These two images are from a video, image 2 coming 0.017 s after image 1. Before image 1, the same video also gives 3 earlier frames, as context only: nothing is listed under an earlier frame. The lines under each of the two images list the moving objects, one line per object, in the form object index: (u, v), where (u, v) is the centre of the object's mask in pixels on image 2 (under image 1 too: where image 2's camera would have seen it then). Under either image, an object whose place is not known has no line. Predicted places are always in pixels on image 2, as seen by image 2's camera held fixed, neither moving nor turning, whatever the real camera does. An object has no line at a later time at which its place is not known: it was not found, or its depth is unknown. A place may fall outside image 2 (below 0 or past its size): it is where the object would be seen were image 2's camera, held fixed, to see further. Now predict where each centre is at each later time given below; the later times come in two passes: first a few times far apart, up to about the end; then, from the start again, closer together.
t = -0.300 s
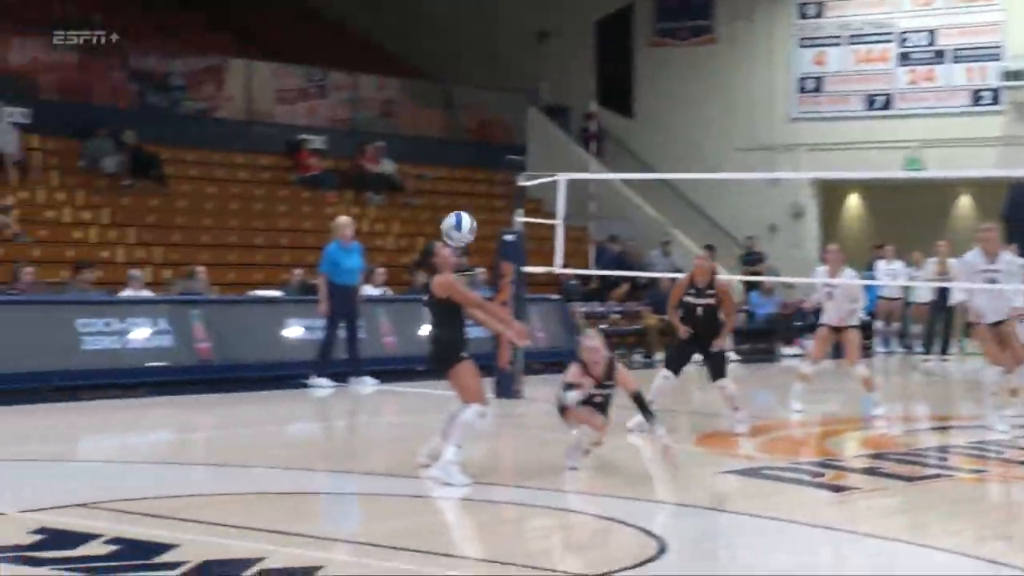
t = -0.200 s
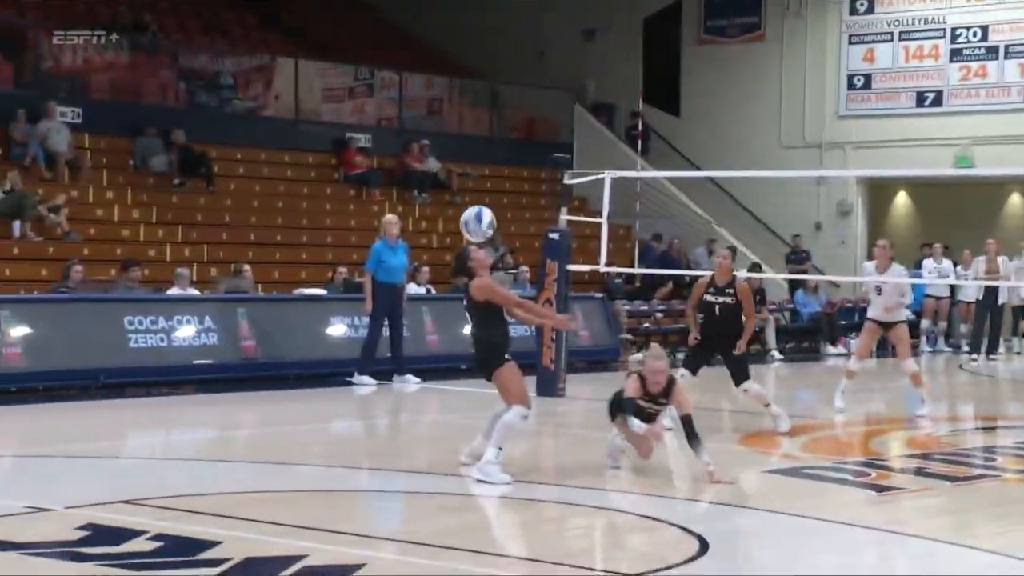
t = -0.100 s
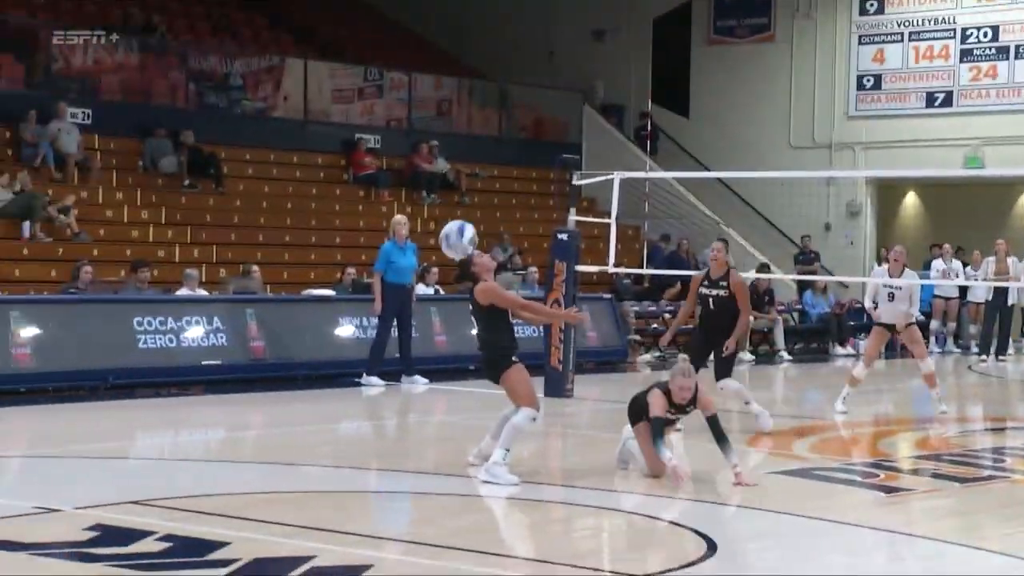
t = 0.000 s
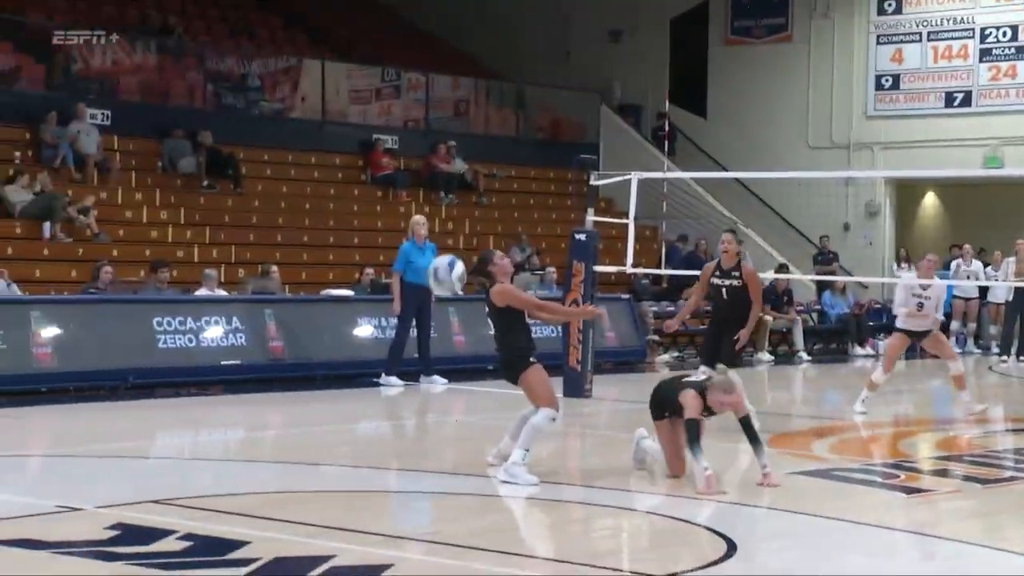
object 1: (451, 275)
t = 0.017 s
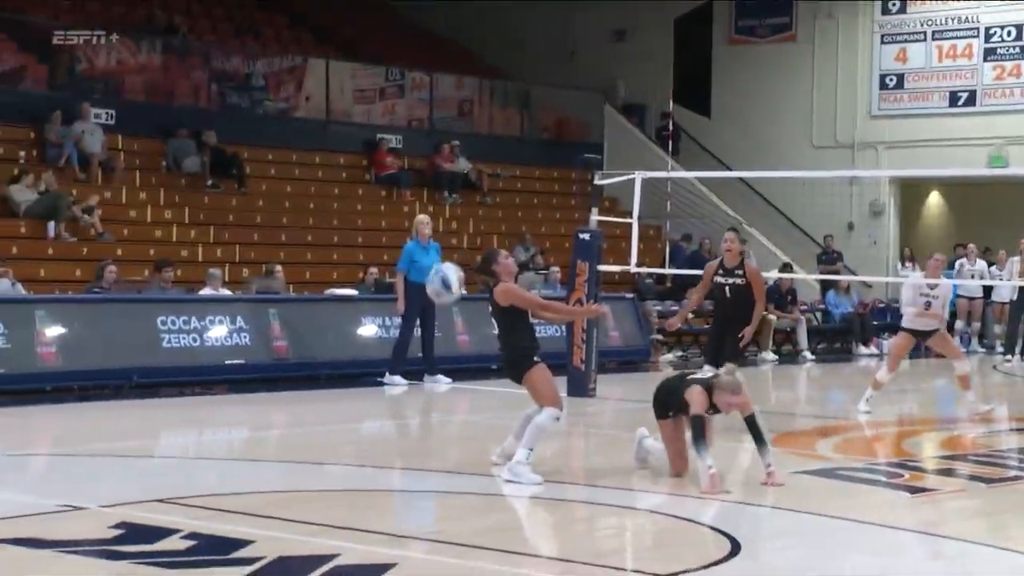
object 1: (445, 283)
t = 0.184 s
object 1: (391, 402)
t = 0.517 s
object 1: (220, 422)
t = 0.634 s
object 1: (134, 377)
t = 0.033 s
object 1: (441, 292)
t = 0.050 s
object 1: (435, 301)
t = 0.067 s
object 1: (429, 311)
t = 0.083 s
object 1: (424, 322)
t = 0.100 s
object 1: (418, 333)
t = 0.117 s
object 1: (413, 346)
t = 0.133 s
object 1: (408, 358)
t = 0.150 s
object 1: (401, 372)
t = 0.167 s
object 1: (395, 387)
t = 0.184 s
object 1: (391, 402)
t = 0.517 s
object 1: (220, 422)
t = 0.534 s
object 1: (207, 411)
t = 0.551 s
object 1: (195, 405)
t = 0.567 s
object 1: (183, 397)
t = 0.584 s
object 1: (171, 392)
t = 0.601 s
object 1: (158, 385)
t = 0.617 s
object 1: (146, 380)
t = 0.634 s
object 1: (134, 377)
